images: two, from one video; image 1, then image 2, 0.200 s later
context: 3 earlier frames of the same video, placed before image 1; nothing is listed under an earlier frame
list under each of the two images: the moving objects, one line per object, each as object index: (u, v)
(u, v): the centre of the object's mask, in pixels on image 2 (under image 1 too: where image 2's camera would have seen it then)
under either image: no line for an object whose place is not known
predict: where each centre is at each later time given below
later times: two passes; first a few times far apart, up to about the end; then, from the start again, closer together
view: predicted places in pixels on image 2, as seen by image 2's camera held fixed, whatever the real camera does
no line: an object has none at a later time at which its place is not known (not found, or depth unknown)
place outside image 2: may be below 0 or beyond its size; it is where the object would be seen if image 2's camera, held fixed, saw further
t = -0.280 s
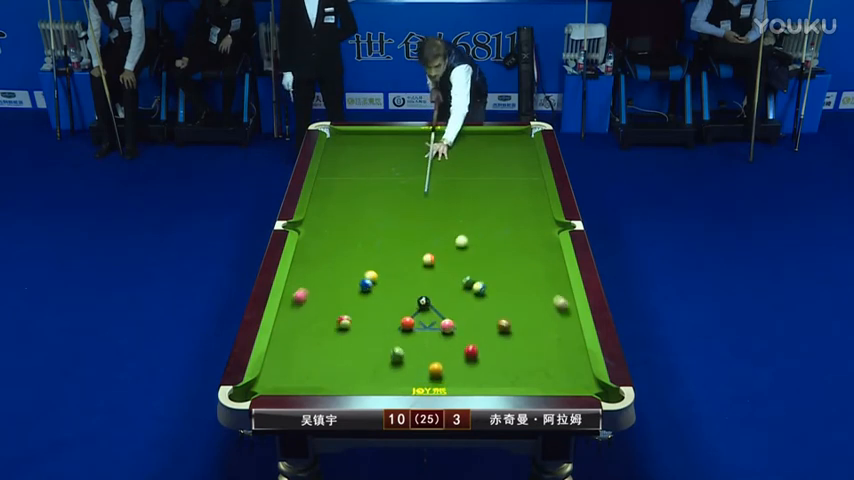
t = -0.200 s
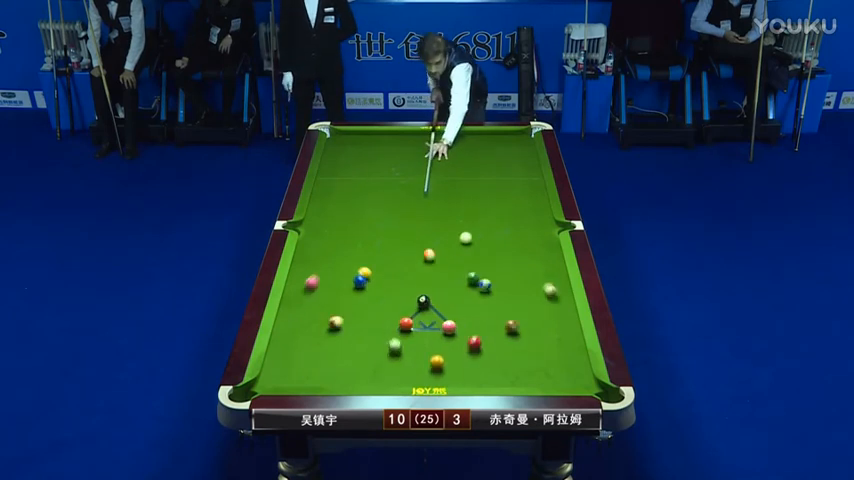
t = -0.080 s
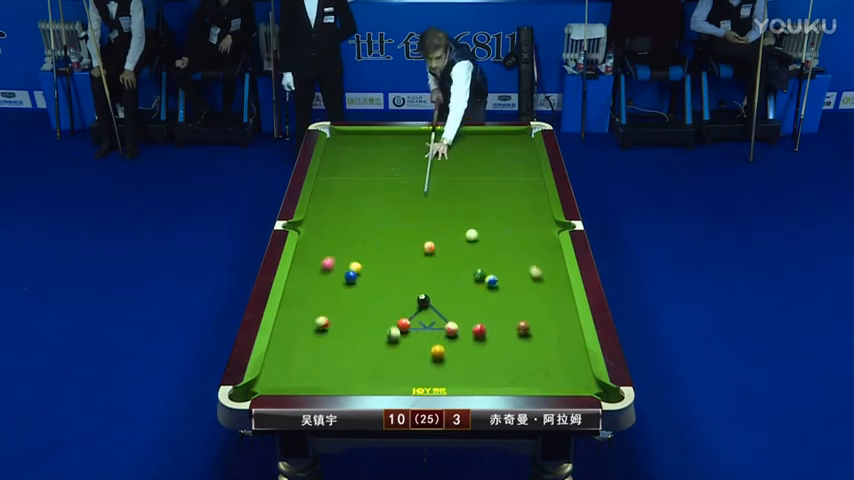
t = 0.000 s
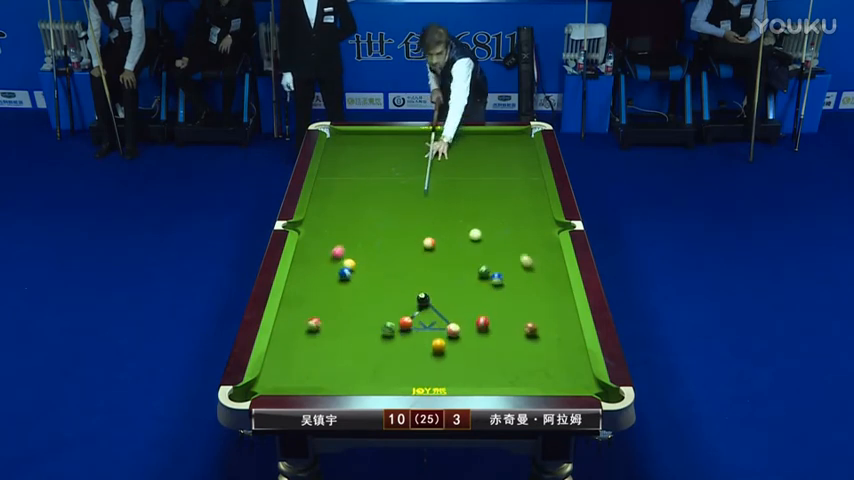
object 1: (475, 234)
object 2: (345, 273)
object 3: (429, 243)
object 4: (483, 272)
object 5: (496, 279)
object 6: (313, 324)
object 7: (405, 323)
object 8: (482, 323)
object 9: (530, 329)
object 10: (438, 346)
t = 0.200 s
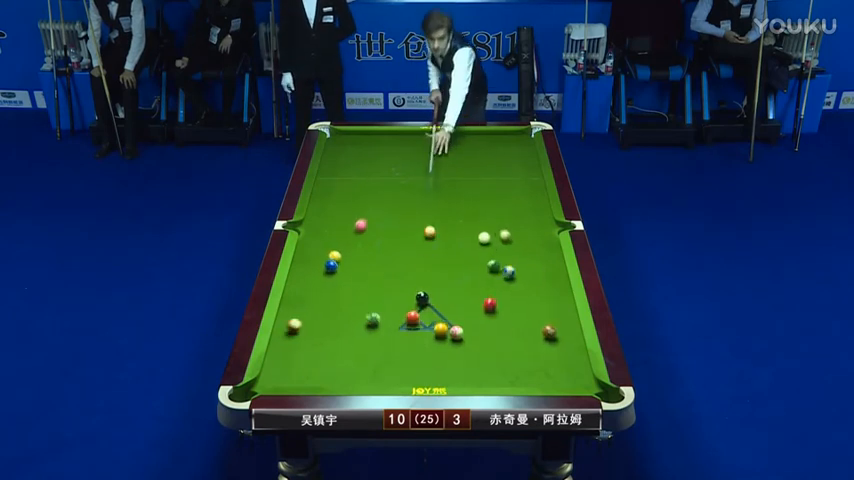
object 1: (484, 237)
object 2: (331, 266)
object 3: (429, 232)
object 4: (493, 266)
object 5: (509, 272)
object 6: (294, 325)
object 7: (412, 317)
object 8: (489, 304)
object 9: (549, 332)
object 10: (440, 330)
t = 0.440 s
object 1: (494, 243)
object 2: (315, 258)
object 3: (430, 220)
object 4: (505, 259)
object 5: (521, 265)
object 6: (285, 327)
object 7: (419, 311)
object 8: (498, 284)
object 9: (570, 335)
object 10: (442, 313)
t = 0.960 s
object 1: (501, 244)
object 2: (314, 243)
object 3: (431, 197)
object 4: (532, 246)
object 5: (546, 252)
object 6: (314, 326)
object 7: (434, 299)
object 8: (519, 256)
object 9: (556, 339)
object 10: (446, 281)
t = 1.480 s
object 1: (492, 230)
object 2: (335, 232)
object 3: (432, 178)
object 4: (551, 235)
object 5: (545, 241)
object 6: (337, 326)
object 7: (445, 290)
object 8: (552, 250)
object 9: (537, 342)
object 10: (449, 255)
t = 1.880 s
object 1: (486, 221)
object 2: (348, 225)
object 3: (432, 166)
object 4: (538, 230)
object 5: (535, 236)
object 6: (351, 326)
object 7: (451, 284)
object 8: (544, 248)
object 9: (525, 344)
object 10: (451, 238)
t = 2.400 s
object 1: (479, 212)
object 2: (362, 218)
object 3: (433, 152)
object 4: (524, 223)
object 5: (524, 232)
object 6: (365, 326)
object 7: (458, 279)
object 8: (528, 245)
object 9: (514, 346)
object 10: (454, 220)
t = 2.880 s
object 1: (474, 205)
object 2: (372, 212)
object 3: (434, 141)
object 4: (515, 220)
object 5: (517, 228)
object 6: (373, 325)
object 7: (461, 276)
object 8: (517, 243)
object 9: (507, 347)
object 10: (456, 205)
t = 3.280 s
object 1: (471, 200)
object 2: (379, 209)
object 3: (434, 134)
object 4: (510, 218)
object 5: (514, 226)
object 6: (378, 326)
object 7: (463, 275)
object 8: (510, 243)
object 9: (505, 348)
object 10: (458, 195)
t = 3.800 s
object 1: (468, 196)
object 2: (385, 206)
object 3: (435, 137)
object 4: (507, 218)
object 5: (512, 225)
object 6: (380, 326)
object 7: (463, 275)
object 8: (505, 242)
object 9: (505, 348)
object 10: (460, 185)
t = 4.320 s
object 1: (466, 194)
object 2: (388, 204)
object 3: (435, 141)
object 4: (506, 218)
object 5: (512, 225)
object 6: (380, 325)
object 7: (463, 275)
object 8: (503, 242)
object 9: (505, 348)
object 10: (462, 176)
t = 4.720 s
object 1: (465, 193)
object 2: (389, 203)
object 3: (436, 143)
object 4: (506, 218)
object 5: (512, 225)
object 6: (380, 326)
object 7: (463, 274)
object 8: (503, 242)
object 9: (505, 348)
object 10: (463, 171)
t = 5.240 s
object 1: (465, 194)
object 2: (390, 203)
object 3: (436, 145)
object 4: (506, 218)
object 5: (512, 225)
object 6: (373, 334)
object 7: (463, 274)
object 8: (503, 242)
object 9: (505, 348)
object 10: (464, 165)
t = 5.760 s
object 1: (465, 193)
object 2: (390, 203)
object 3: (436, 145)
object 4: (506, 218)
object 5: (512, 225)
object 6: (367, 341)
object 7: (463, 274)
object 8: (503, 242)
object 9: (505, 348)
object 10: (465, 161)
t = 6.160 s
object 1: (465, 193)
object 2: (390, 203)
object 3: (436, 146)
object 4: (506, 218)
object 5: (512, 225)
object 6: (364, 345)
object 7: (463, 274)
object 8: (503, 242)
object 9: (505, 348)
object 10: (466, 159)
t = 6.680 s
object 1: (464, 193)
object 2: (390, 203)
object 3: (436, 146)
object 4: (506, 218)
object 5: (512, 225)
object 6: (362, 348)
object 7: (463, 274)
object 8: (503, 242)
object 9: (505, 348)
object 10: (465, 158)
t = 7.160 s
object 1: (464, 193)
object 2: (390, 203)
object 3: (436, 146)
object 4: (506, 218)
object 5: (512, 225)
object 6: (361, 349)
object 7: (463, 274)
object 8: (503, 242)
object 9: (505, 348)
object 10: (465, 158)
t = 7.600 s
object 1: (464, 193)
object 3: (436, 146)
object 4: (506, 218)
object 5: (512, 225)
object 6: (361, 349)
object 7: (463, 274)
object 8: (503, 242)
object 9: (505, 348)
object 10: (465, 158)
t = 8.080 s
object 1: (464, 193)
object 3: (436, 146)
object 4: (506, 218)
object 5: (512, 225)
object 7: (463, 274)
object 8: (503, 242)
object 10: (465, 158)
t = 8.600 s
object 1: (464, 193)
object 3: (436, 145)
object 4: (506, 218)
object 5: (512, 225)
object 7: (463, 274)
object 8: (503, 242)
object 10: (465, 158)
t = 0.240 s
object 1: (486, 238)
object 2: (328, 264)
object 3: (429, 230)
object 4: (495, 264)
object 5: (510, 271)
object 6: (289, 325)
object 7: (413, 316)
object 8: (491, 301)
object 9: (552, 333)
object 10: (441, 327)
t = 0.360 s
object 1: (491, 241)
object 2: (320, 260)
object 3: (429, 224)
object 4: (501, 261)
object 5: (517, 267)
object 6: (280, 327)
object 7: (417, 313)
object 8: (495, 291)
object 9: (563, 334)
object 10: (442, 319)
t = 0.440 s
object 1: (494, 243)
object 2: (315, 258)
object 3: (430, 220)
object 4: (505, 259)
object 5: (521, 265)
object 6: (285, 327)
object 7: (419, 311)
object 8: (498, 284)
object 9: (570, 335)
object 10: (442, 313)
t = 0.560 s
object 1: (499, 246)
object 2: (307, 254)
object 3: (430, 214)
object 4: (510, 255)
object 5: (527, 261)
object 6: (293, 326)
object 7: (423, 308)
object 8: (502, 275)
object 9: (574, 336)
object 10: (443, 305)
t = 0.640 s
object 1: (502, 247)
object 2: (302, 251)
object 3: (430, 211)
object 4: (513, 253)
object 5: (531, 260)
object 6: (297, 326)
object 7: (425, 306)
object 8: (504, 269)
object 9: (570, 337)
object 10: (443, 300)
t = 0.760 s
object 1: (504, 249)
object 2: (304, 248)
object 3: (430, 205)
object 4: (521, 250)
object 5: (537, 256)
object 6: (304, 326)
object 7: (429, 303)
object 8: (507, 260)
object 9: (564, 338)
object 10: (444, 293)
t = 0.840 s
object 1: (504, 248)
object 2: (308, 246)
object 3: (431, 202)
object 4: (525, 248)
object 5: (541, 254)
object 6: (308, 326)
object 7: (431, 302)
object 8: (511, 256)
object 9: (561, 338)
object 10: (445, 288)
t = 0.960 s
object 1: (501, 244)
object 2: (314, 243)
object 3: (431, 197)
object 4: (532, 246)
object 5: (546, 252)
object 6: (314, 326)
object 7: (434, 299)
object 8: (519, 256)
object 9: (556, 339)
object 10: (446, 281)
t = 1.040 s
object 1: (499, 241)
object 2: (317, 241)
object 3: (431, 194)
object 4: (538, 244)
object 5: (550, 250)
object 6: (318, 326)
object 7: (436, 297)
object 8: (525, 254)
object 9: (552, 339)
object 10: (446, 277)
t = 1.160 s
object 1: (497, 238)
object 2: (322, 238)
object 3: (431, 190)
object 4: (544, 242)
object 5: (555, 247)
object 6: (323, 326)
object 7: (438, 295)
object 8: (532, 253)
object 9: (548, 340)
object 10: (447, 270)
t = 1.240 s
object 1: (496, 236)
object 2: (325, 237)
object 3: (431, 186)
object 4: (546, 239)
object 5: (553, 246)
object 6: (326, 326)
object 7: (440, 294)
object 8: (537, 252)
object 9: (545, 340)
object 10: (448, 266)
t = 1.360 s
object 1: (494, 233)
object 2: (330, 235)
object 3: (432, 182)
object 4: (554, 235)
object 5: (550, 243)
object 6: (331, 326)
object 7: (442, 292)
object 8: (545, 252)
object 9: (540, 341)
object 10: (448, 260)
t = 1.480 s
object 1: (492, 230)
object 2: (335, 232)
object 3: (432, 178)
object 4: (551, 235)
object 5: (545, 241)
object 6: (337, 326)
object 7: (445, 290)
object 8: (552, 250)
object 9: (537, 342)
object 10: (449, 255)
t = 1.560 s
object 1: (490, 228)
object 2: (337, 231)
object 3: (432, 176)
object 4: (547, 233)
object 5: (544, 241)
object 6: (340, 326)
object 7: (446, 289)
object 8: (555, 249)
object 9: (534, 342)
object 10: (449, 251)
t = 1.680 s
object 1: (488, 225)
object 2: (342, 229)
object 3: (432, 172)
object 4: (544, 232)
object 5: (540, 239)
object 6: (344, 326)
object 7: (448, 287)
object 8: (551, 249)
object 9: (530, 343)
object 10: (450, 246)
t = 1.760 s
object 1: (487, 223)
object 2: (344, 227)
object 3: (432, 169)
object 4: (541, 231)
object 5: (538, 238)
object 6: (347, 326)
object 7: (450, 286)
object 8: (548, 248)
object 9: (528, 343)
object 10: (450, 243)
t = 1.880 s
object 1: (486, 221)
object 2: (348, 225)
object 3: (432, 166)
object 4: (538, 230)
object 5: (535, 236)
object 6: (351, 326)
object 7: (451, 284)
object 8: (544, 248)
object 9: (525, 344)
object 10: (451, 238)
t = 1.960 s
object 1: (485, 219)
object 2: (350, 224)
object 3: (432, 163)
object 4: (536, 229)
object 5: (533, 235)
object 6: (353, 326)
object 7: (453, 283)
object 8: (541, 247)
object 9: (523, 345)
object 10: (452, 235)
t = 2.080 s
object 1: (483, 217)
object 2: (354, 222)
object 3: (433, 160)
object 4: (532, 227)
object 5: (531, 234)
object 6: (357, 326)
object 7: (454, 282)
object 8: (537, 246)
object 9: (520, 345)
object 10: (453, 231)
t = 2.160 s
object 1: (482, 216)
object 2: (356, 221)
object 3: (433, 158)
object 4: (530, 226)
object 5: (529, 234)
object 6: (359, 326)
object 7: (455, 281)
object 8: (534, 246)
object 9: (518, 345)
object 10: (453, 228)
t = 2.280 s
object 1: (480, 214)
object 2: (359, 219)
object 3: (433, 155)
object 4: (527, 225)
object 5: (527, 233)
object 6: (362, 325)
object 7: (456, 280)
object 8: (531, 245)
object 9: (516, 345)
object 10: (454, 224)
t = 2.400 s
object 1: (479, 212)
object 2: (362, 218)
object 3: (433, 152)
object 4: (524, 223)
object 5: (524, 232)
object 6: (365, 326)
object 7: (458, 279)
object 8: (528, 245)
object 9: (514, 346)
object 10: (454, 220)
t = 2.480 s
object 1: (478, 210)
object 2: (364, 217)
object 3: (433, 150)
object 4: (523, 223)
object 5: (523, 231)
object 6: (366, 326)
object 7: (458, 278)
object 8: (526, 245)
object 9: (512, 346)
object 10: (455, 217)
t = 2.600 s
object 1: (477, 208)
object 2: (367, 216)
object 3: (434, 147)
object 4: (520, 222)
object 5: (521, 229)
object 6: (369, 326)
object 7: (459, 278)
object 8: (523, 244)
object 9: (511, 346)
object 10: (455, 213)
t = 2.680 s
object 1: (476, 207)
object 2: (368, 214)
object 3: (434, 146)
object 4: (519, 221)
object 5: (520, 228)
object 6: (370, 326)
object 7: (460, 277)
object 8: (521, 244)
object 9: (510, 347)
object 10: (455, 211)
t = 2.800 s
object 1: (475, 205)
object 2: (371, 213)
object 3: (434, 143)
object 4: (517, 220)
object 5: (518, 228)
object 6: (372, 325)
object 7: (461, 276)
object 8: (518, 244)
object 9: (508, 347)
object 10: (456, 208)
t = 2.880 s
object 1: (474, 205)
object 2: (372, 212)
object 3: (434, 141)
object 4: (515, 220)
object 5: (517, 228)
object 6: (373, 325)
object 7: (461, 276)
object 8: (517, 243)
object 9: (507, 347)
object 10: (456, 205)
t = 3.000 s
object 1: (473, 203)
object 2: (374, 211)
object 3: (434, 139)
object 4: (514, 219)
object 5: (516, 227)
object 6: (375, 325)
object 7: (462, 276)
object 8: (514, 243)
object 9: (507, 347)
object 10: (457, 202)
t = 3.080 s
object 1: (473, 202)
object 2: (376, 211)
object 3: (434, 138)
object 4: (513, 219)
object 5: (515, 227)
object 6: (376, 325)
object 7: (462, 275)
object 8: (513, 243)
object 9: (506, 348)
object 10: (457, 200)
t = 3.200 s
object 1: (472, 201)
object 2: (378, 210)
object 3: (434, 135)
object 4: (511, 219)
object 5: (515, 226)
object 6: (377, 325)
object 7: (463, 275)
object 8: (511, 243)
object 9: (505, 348)
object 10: (457, 197)
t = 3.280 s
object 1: (471, 200)
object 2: (379, 209)
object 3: (434, 134)
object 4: (510, 218)
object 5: (514, 226)
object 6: (378, 326)
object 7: (463, 275)
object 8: (510, 243)
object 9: (505, 348)
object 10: (458, 195)
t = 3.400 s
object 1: (470, 199)
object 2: (380, 208)
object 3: (434, 133)
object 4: (509, 218)
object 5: (513, 226)
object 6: (379, 325)
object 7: (463, 275)
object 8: (508, 243)
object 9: (505, 348)
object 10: (458, 193)
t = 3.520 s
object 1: (470, 198)
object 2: (382, 207)
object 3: (434, 134)
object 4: (508, 218)
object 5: (513, 225)
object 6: (379, 325)
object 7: (463, 275)
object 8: (507, 243)
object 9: (505, 348)
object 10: (459, 190)
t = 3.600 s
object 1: (469, 197)
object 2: (383, 207)
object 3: (434, 135)
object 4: (507, 218)
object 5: (512, 225)
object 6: (379, 325)
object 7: (463, 275)
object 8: (506, 243)
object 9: (505, 348)
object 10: (459, 188)
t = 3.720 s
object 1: (469, 196)
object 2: (384, 206)
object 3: (435, 136)
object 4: (507, 218)
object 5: (512, 225)
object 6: (380, 326)
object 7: (463, 274)
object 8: (505, 243)
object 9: (505, 348)
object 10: (460, 186)
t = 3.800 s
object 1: (468, 196)
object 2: (385, 206)
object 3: (435, 137)
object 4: (507, 218)
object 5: (512, 225)
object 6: (380, 326)
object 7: (463, 275)
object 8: (505, 242)
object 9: (505, 348)
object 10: (460, 185)
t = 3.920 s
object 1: (467, 195)
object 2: (386, 205)
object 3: (435, 138)
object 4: (506, 218)
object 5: (512, 225)
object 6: (380, 326)
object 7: (463, 274)
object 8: (504, 242)
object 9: (505, 348)
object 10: (461, 182)
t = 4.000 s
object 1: (467, 195)
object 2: (386, 205)
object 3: (435, 138)
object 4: (506, 218)
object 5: (512, 225)
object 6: (379, 326)
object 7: (463, 274)
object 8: (504, 242)
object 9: (505, 348)
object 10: (461, 181)
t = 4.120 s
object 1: (466, 194)
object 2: (387, 204)
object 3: (435, 139)
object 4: (506, 218)
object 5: (512, 225)
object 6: (380, 325)
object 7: (463, 275)
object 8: (504, 242)
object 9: (505, 348)
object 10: (461, 179)
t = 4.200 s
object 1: (466, 194)
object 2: (388, 204)
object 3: (435, 140)
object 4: (506, 218)
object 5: (512, 225)
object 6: (380, 325)
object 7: (463, 275)
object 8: (503, 242)
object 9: (505, 348)
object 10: (462, 178)
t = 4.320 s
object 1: (466, 194)
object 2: (388, 204)
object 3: (435, 141)
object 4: (506, 218)
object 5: (512, 225)
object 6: (380, 325)
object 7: (463, 275)
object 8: (503, 242)
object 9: (505, 348)
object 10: (462, 176)
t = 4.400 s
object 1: (466, 193)
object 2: (389, 204)
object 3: (435, 141)
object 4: (506, 218)
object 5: (512, 225)
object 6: (380, 326)
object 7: (463, 274)
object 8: (503, 242)
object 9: (505, 348)
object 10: (462, 175)
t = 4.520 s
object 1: (465, 193)
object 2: (389, 203)
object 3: (435, 142)
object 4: (506, 218)
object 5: (512, 225)
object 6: (380, 325)
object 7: (463, 274)
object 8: (503, 242)
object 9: (505, 348)
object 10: (463, 173)
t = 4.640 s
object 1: (465, 193)
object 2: (389, 203)
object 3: (435, 143)
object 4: (506, 218)
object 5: (512, 225)
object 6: (380, 326)
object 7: (463, 274)
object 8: (503, 242)
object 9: (505, 348)
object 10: (463, 172)
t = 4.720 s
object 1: (465, 193)
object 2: (389, 203)
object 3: (436, 143)
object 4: (506, 218)
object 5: (512, 225)
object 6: (380, 326)
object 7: (463, 274)
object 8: (503, 242)
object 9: (505, 348)
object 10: (463, 171)
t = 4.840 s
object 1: (465, 193)
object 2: (389, 203)
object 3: (436, 144)
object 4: (506, 218)
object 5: (512, 225)
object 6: (379, 326)
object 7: (463, 274)
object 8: (503, 242)
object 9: (505, 348)
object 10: (463, 169)
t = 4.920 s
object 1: (465, 194)
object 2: (390, 203)
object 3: (436, 144)
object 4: (506, 218)
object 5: (512, 225)
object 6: (378, 328)
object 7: (463, 274)
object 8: (503, 242)
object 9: (505, 348)
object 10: (464, 168)
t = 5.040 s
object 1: (465, 194)
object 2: (390, 203)
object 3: (436, 144)
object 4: (506, 218)
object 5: (512, 225)
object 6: (376, 331)
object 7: (463, 274)
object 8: (503, 242)
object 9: (505, 348)
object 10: (464, 167)
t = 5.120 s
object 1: (465, 194)
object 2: (390, 203)
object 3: (436, 144)
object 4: (506, 218)
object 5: (512, 225)
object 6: (374, 332)
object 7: (463, 274)
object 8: (503, 242)
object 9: (505, 348)
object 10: (464, 166)
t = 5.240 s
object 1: (465, 194)
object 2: (390, 203)
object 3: (436, 145)
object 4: (506, 218)
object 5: (512, 225)
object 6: (373, 334)
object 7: (463, 274)
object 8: (503, 242)
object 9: (505, 348)
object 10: (464, 165)
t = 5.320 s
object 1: (465, 194)
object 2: (390, 203)
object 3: (436, 145)
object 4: (506, 218)
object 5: (512, 225)
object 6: (372, 335)
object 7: (463, 274)
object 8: (503, 242)
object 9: (505, 348)
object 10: (464, 164)
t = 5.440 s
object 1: (465, 194)
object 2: (389, 203)
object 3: (436, 145)
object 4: (506, 218)
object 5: (512, 225)
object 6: (370, 336)
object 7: (463, 274)
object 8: (503, 242)
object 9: (505, 348)
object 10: (465, 163)
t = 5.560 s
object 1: (465, 193)
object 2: (389, 203)
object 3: (436, 145)
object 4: (506, 218)
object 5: (512, 225)
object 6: (369, 338)
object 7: (463, 274)
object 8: (503, 242)
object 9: (505, 348)
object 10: (465, 163)
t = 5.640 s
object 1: (465, 194)
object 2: (389, 203)
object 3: (436, 145)
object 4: (506, 218)
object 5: (512, 225)
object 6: (368, 339)
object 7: (463, 274)
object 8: (503, 242)
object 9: (505, 348)
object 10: (465, 162)
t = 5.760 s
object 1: (465, 193)
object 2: (390, 203)
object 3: (436, 145)
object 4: (506, 218)
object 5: (512, 225)
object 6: (367, 341)
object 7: (463, 274)
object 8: (503, 242)
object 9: (505, 348)
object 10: (465, 161)
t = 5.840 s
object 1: (465, 193)
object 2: (389, 203)
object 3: (436, 145)
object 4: (506, 218)
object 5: (512, 225)
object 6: (366, 342)
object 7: (463, 274)
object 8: (503, 242)
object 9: (505, 348)
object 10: (465, 161)
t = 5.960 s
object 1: (465, 193)
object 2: (390, 203)
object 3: (436, 145)
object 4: (506, 218)
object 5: (512, 225)
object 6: (365, 343)
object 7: (463, 274)
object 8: (503, 242)
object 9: (505, 348)
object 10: (465, 160)
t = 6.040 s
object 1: (465, 193)
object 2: (389, 203)
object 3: (436, 145)
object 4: (506, 218)
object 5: (512, 225)
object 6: (365, 344)
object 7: (463, 274)
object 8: (503, 242)
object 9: (505, 348)
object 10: (465, 160)
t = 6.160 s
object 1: (465, 193)
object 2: (390, 203)
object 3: (436, 146)
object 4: (506, 218)
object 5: (512, 225)
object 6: (364, 345)
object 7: (463, 274)
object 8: (503, 242)
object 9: (505, 348)
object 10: (466, 159)
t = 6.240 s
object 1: (465, 193)
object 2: (390, 203)
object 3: (436, 146)
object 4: (506, 218)
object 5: (512, 225)
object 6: (363, 345)
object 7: (463, 274)
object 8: (503, 242)
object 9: (505, 348)
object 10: (465, 159)
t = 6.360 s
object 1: (464, 193)
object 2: (390, 203)
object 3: (436, 146)
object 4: (506, 218)
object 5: (512, 225)
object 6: (363, 347)
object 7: (463, 274)
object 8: (503, 242)
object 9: (505, 348)
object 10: (466, 159)
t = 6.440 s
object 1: (464, 193)
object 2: (390, 203)
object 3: (436, 146)
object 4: (506, 218)
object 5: (512, 225)
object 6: (362, 347)
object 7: (463, 274)
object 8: (503, 242)
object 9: (505, 348)
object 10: (466, 158)
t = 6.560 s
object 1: (464, 193)
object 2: (390, 203)
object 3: (436, 146)
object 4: (506, 218)
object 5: (512, 225)
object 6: (362, 348)
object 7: (463, 274)
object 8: (503, 242)
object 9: (505, 348)
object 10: (465, 158)
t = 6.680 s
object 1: (464, 193)
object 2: (390, 203)
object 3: (436, 146)
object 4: (506, 218)
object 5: (512, 225)
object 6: (362, 348)
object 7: (463, 274)
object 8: (503, 242)
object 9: (505, 348)
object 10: (465, 158)
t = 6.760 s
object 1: (464, 193)
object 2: (390, 203)
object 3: (436, 146)
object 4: (506, 218)
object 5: (512, 225)
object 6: (361, 348)
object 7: (463, 274)
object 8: (503, 242)
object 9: (505, 348)
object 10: (465, 158)
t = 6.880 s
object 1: (464, 193)
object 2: (390, 203)
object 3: (436, 146)
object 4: (506, 218)
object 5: (512, 225)
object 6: (361, 348)
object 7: (463, 274)
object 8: (503, 242)
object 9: (505, 348)
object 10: (465, 158)
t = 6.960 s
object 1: (464, 193)
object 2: (390, 203)
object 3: (436, 146)
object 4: (506, 218)
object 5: (512, 225)
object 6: (361, 349)
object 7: (463, 274)
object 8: (503, 242)
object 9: (505, 348)
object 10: (465, 158)
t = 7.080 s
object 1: (464, 193)
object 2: (390, 203)
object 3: (436, 146)
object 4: (506, 218)
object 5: (512, 225)
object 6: (361, 349)
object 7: (463, 274)
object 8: (503, 242)
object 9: (505, 348)
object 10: (465, 158)
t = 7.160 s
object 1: (464, 193)
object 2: (390, 203)
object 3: (436, 146)
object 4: (506, 218)
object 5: (512, 225)
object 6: (361, 349)
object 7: (463, 274)
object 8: (503, 242)
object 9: (505, 348)
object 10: (465, 158)
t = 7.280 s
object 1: (464, 193)
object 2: (390, 203)
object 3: (436, 146)
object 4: (506, 218)
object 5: (512, 225)
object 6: (361, 349)
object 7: (463, 274)
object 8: (503, 242)
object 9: (505, 348)
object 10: (465, 158)
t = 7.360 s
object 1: (464, 193)
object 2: (390, 203)
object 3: (436, 146)
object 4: (506, 218)
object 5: (512, 225)
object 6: (361, 349)
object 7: (463, 274)
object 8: (503, 242)
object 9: (505, 348)
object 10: (465, 158)
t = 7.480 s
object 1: (464, 193)
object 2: (390, 203)
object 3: (436, 146)
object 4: (506, 218)
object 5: (512, 225)
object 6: (361, 349)
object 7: (463, 274)
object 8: (503, 242)
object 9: (505, 348)
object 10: (465, 158)
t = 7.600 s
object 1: (464, 193)
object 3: (436, 146)
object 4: (506, 218)
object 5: (512, 225)
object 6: (361, 349)
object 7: (463, 274)
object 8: (503, 242)
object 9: (505, 348)
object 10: (465, 158)
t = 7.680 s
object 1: (464, 193)
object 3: (436, 146)
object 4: (506, 218)
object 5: (512, 225)
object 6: (361, 349)
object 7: (463, 274)
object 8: (503, 242)
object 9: (505, 348)
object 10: (465, 158)
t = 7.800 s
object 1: (464, 193)
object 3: (436, 146)
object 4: (506, 218)
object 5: (512, 225)
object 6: (361, 349)
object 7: (463, 274)
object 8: (503, 242)
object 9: (505, 348)
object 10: (465, 158)
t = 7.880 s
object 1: (464, 193)
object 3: (436, 146)
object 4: (506, 218)
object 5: (512, 225)
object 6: (361, 349)
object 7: (463, 274)
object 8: (503, 242)
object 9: (505, 348)
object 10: (465, 158)
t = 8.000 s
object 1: (464, 193)
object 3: (436, 146)
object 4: (506, 218)
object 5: (512, 225)
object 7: (463, 274)
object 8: (503, 242)
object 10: (465, 158)
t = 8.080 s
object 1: (464, 193)
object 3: (436, 146)
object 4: (506, 218)
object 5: (512, 225)
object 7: (463, 274)
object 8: (503, 242)
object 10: (465, 158)
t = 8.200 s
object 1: (464, 193)
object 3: (436, 146)
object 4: (506, 218)
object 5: (512, 225)
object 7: (463, 274)
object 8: (503, 242)
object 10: (465, 158)
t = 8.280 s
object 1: (464, 193)
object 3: (436, 145)
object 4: (506, 218)
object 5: (512, 225)
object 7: (463, 274)
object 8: (503, 242)
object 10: (465, 158)
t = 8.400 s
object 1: (464, 193)
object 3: (436, 145)
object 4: (506, 218)
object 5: (512, 225)
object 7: (463, 274)
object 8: (503, 242)
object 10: (465, 158)
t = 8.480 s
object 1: (464, 193)
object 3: (436, 145)
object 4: (506, 218)
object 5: (512, 225)
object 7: (463, 274)
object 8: (503, 242)
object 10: (465, 158)
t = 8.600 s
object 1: (464, 193)
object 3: (436, 145)
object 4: (506, 218)
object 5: (512, 225)
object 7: (463, 274)
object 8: (503, 242)
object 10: (465, 158)
